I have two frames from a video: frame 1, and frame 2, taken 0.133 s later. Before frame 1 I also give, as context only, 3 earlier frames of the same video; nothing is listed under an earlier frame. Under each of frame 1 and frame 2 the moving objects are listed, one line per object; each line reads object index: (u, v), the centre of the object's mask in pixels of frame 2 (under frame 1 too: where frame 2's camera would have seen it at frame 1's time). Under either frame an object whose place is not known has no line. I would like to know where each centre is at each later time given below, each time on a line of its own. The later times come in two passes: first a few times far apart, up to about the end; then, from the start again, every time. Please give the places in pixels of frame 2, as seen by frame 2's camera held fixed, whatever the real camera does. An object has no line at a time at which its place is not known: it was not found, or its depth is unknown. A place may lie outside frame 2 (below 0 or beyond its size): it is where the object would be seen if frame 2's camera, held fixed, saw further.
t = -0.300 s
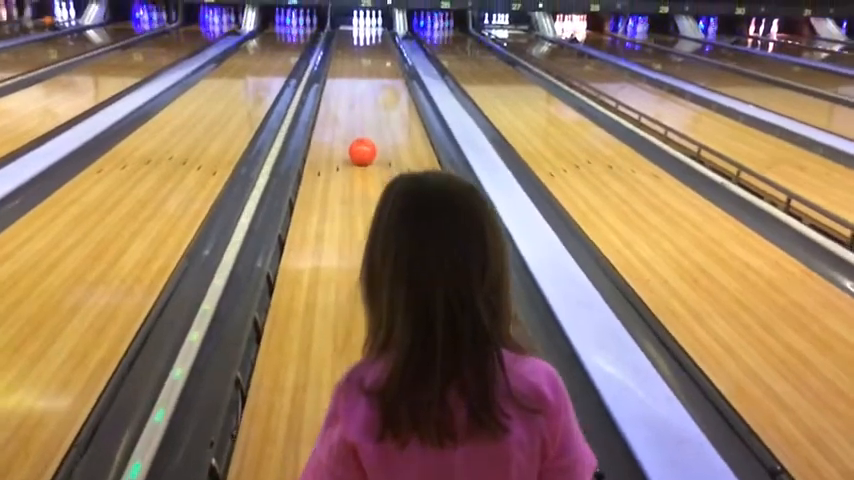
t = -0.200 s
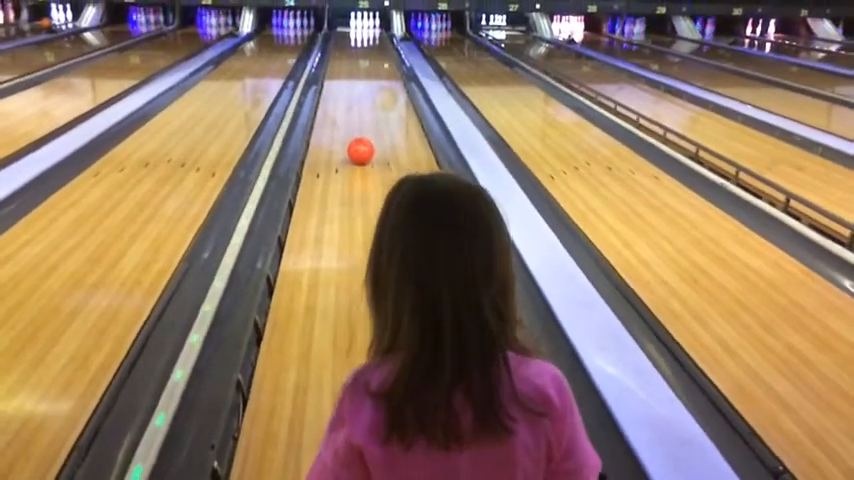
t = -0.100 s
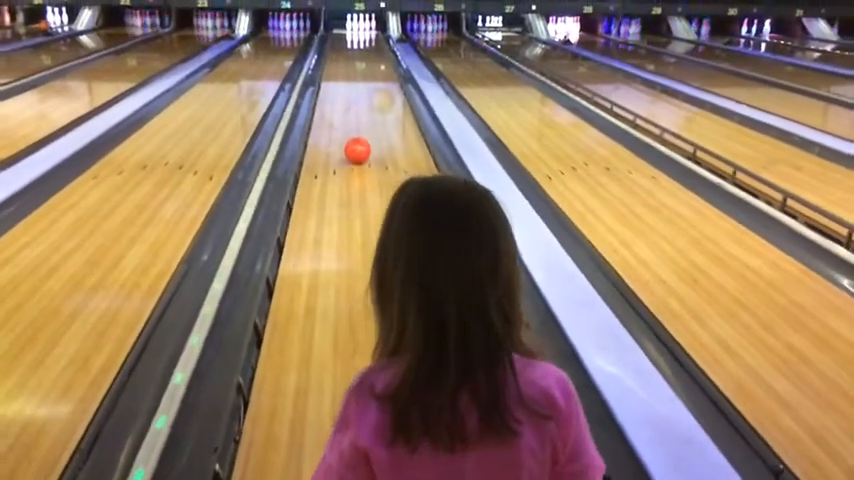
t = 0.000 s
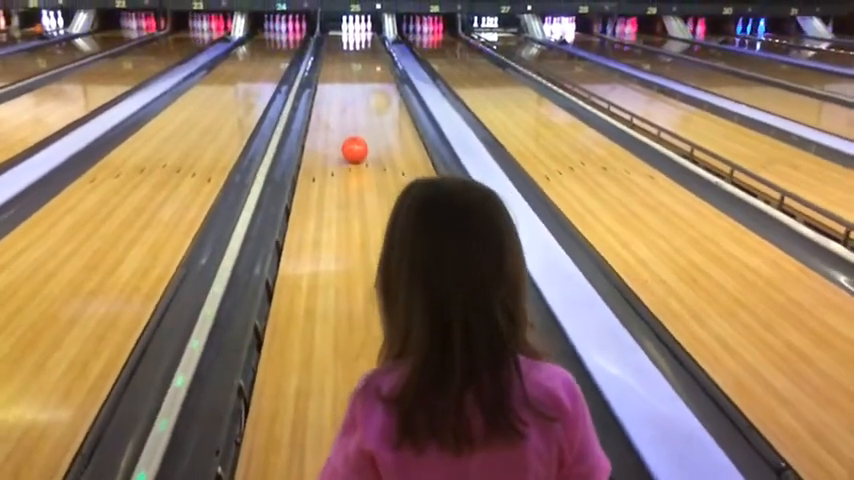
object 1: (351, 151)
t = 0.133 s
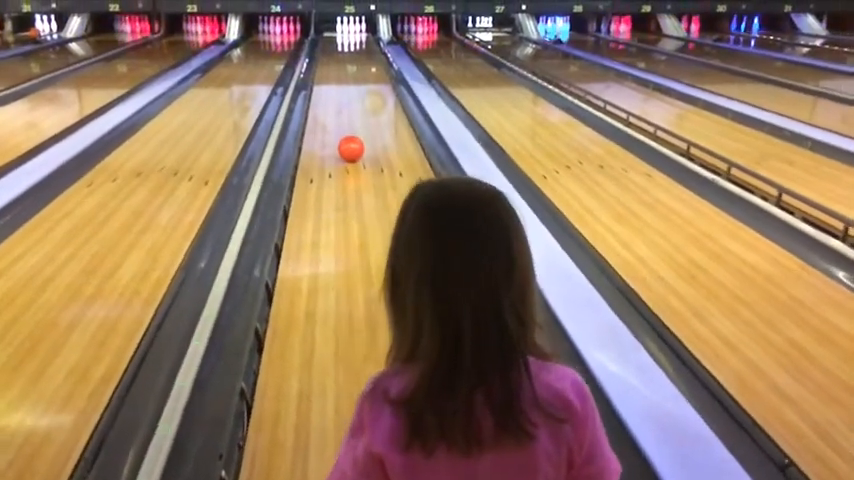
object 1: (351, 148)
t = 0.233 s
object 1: (351, 146)
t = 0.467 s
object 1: (349, 142)
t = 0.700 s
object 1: (348, 138)
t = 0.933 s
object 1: (347, 134)
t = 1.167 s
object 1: (346, 130)
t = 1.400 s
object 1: (345, 127)
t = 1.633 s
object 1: (344, 123)
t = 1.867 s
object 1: (343, 120)
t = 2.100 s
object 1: (342, 117)
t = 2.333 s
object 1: (341, 114)
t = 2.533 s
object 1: (340, 112)
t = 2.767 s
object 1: (340, 109)
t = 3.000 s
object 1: (339, 107)
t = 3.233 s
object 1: (338, 105)
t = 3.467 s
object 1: (338, 102)
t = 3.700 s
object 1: (337, 100)
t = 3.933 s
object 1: (337, 98)
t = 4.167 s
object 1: (336, 95)
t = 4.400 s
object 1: (336, 94)
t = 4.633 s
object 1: (335, 92)
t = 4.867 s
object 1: (335, 90)
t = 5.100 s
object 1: (334, 88)
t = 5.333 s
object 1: (333, 86)
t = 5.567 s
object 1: (333, 85)
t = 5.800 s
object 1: (333, 83)
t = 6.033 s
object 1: (333, 82)
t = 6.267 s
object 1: (332, 80)
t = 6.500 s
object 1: (332, 78)
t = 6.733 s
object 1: (331, 77)
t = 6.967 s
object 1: (331, 76)
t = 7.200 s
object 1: (331, 75)
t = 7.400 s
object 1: (330, 74)
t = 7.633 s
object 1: (330, 74)
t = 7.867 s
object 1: (329, 71)
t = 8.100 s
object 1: (329, 71)
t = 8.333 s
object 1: (328, 69)
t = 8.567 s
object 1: (328, 68)
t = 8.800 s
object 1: (328, 67)
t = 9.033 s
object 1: (327, 67)
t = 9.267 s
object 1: (328, 65)
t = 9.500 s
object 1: (328, 64)
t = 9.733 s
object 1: (327, 64)
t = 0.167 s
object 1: (351, 147)
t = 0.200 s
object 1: (351, 147)
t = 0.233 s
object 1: (351, 146)
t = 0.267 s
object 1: (350, 146)
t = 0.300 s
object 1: (350, 145)
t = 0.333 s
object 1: (350, 144)
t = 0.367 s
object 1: (350, 144)
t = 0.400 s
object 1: (350, 143)
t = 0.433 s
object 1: (349, 142)
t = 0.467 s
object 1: (349, 142)
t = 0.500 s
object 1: (349, 141)
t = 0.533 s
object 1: (349, 140)
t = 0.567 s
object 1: (349, 140)
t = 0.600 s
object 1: (349, 139)
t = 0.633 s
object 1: (349, 139)
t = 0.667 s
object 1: (349, 138)
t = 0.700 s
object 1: (348, 138)
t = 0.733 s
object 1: (348, 137)
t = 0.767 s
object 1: (348, 136)
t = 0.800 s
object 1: (348, 136)
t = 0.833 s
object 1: (348, 136)
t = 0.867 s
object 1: (348, 135)
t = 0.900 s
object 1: (347, 134)
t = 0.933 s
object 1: (347, 134)
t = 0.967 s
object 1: (347, 133)
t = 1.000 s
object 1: (347, 133)
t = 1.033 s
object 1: (347, 132)
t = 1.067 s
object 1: (346, 131)
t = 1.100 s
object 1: (346, 131)
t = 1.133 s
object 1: (346, 131)
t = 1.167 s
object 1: (346, 130)
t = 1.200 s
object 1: (346, 130)
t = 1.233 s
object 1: (346, 129)
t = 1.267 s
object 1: (346, 129)
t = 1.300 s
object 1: (345, 128)
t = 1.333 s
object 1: (345, 128)
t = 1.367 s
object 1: (345, 127)
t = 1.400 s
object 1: (345, 127)
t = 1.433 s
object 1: (345, 127)
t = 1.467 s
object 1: (345, 125)
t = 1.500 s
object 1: (344, 125)
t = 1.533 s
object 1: (344, 125)
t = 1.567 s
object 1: (344, 124)
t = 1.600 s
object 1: (344, 124)
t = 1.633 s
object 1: (344, 123)
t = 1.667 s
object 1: (343, 122)
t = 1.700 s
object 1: (343, 123)
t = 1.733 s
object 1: (343, 122)
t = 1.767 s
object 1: (343, 121)
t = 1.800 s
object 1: (343, 121)
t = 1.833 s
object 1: (343, 120)
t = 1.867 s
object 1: (343, 120)
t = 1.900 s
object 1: (343, 119)
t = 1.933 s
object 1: (342, 119)
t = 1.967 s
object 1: (342, 119)
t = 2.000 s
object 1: (342, 119)
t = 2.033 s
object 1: (342, 118)
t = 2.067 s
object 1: (342, 118)
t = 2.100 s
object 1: (342, 117)
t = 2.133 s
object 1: (341, 117)
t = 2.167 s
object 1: (341, 116)
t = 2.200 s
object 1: (341, 116)
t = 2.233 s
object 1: (341, 115)
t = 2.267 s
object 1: (341, 115)
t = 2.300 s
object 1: (341, 114)
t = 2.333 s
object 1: (341, 114)
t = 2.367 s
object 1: (341, 114)
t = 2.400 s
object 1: (341, 113)
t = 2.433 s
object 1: (340, 113)
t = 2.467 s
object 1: (341, 113)
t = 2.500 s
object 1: (341, 112)
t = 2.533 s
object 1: (340, 112)
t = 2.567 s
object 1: (340, 111)
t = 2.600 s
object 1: (340, 111)
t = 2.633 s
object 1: (340, 110)
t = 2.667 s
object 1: (340, 110)
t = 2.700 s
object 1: (340, 110)
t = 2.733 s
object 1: (340, 109)
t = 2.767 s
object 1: (340, 109)
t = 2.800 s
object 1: (340, 108)
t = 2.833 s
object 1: (339, 108)
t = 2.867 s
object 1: (339, 108)
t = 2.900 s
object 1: (339, 108)
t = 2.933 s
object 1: (339, 108)
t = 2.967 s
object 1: (339, 107)
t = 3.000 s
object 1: (339, 107)
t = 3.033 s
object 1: (339, 106)
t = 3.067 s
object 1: (339, 106)
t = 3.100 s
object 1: (338, 105)
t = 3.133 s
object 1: (339, 105)
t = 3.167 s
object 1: (338, 105)
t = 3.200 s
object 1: (338, 105)
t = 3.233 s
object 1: (338, 105)
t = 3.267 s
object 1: (338, 104)
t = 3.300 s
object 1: (338, 103)
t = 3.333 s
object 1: (338, 103)
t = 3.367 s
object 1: (338, 103)
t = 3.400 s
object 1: (338, 103)
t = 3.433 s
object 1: (338, 102)
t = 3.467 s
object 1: (338, 102)
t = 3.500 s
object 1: (338, 102)
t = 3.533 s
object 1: (338, 101)
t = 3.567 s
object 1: (338, 101)
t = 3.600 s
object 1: (338, 100)
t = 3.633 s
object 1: (337, 101)
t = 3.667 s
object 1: (337, 100)
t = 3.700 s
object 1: (337, 100)
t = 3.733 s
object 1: (337, 100)
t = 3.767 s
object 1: (337, 99)
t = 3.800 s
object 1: (337, 99)
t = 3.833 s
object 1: (337, 99)
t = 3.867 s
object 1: (337, 98)
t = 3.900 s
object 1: (337, 98)
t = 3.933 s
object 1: (337, 98)
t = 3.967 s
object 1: (337, 97)
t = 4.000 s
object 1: (337, 97)
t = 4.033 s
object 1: (336, 96)
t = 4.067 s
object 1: (337, 96)
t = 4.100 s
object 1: (337, 96)
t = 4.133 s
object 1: (336, 95)
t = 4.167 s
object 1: (336, 95)
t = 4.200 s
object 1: (336, 95)
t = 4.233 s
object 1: (336, 95)
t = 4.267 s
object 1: (336, 95)
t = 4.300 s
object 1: (336, 95)
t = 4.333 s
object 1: (336, 94)
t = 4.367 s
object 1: (336, 94)
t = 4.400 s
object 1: (336, 94)
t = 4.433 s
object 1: (336, 94)
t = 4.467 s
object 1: (336, 93)
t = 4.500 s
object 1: (336, 93)
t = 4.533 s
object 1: (336, 93)
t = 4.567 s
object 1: (335, 92)
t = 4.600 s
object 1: (335, 92)
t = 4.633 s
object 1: (335, 92)
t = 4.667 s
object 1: (335, 92)
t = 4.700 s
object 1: (335, 91)
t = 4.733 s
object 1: (335, 91)
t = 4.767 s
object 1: (335, 91)
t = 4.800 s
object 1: (335, 91)
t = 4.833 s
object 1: (335, 90)
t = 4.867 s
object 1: (335, 90)
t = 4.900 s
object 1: (335, 89)
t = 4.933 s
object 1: (335, 89)
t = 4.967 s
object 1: (334, 89)
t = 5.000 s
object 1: (334, 89)
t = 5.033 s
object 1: (334, 89)
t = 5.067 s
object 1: (334, 89)
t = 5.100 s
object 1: (334, 88)
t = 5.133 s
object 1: (334, 88)
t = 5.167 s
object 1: (334, 88)
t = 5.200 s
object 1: (334, 87)
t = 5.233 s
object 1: (334, 87)
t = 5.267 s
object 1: (334, 87)
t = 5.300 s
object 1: (334, 87)
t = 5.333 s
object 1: (333, 86)
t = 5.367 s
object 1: (333, 86)
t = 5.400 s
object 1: (333, 86)
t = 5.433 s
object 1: (333, 85)
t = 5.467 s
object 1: (333, 85)
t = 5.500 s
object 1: (333, 85)
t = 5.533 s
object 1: (333, 85)
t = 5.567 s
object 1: (333, 85)
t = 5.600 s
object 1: (333, 85)
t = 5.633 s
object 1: (333, 84)
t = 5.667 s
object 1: (333, 84)
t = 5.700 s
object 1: (333, 84)
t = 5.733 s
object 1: (333, 83)
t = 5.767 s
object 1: (333, 83)
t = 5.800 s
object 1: (333, 83)
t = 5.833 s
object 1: (333, 82)
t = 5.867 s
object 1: (333, 83)
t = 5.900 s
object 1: (333, 83)
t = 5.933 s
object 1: (332, 82)
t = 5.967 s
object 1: (333, 82)
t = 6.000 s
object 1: (333, 82)
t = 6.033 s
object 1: (333, 82)
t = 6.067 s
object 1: (333, 81)
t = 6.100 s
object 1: (332, 81)
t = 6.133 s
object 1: (332, 81)
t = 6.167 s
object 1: (333, 80)
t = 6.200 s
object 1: (332, 80)
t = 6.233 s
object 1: (333, 80)
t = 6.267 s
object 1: (332, 80)
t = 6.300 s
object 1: (332, 80)
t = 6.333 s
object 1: (332, 80)
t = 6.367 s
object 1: (332, 79)
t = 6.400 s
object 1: (332, 79)
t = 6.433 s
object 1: (332, 79)
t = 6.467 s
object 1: (332, 79)
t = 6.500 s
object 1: (332, 78)
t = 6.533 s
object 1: (332, 78)
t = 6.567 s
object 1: (331, 78)
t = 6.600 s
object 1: (331, 78)
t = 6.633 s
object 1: (331, 78)
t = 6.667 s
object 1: (331, 77)
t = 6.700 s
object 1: (331, 77)
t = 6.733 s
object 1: (331, 77)
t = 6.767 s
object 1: (331, 77)
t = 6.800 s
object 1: (331, 77)
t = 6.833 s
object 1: (331, 77)
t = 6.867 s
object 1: (331, 76)
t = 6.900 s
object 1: (331, 76)
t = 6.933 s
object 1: (331, 76)
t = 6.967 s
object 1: (331, 76)
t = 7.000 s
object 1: (331, 76)
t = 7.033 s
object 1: (331, 76)
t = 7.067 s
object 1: (331, 76)
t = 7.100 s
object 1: (331, 76)
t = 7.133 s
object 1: (330, 75)
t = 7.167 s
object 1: (330, 75)
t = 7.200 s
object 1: (331, 75)
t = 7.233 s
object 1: (330, 75)
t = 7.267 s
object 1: (330, 74)
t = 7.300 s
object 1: (330, 74)
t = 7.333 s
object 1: (330, 74)
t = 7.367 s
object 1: (330, 74)
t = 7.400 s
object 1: (330, 74)
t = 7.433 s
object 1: (330, 74)
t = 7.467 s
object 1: (330, 74)
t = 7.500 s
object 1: (330, 74)
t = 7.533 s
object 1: (330, 74)
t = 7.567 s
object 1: (330, 74)
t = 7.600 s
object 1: (330, 73)
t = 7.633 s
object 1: (330, 74)
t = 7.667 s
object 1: (330, 72)
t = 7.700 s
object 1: (329, 73)
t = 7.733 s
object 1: (329, 73)
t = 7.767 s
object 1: (329, 72)
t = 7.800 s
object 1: (329, 72)
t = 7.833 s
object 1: (329, 72)
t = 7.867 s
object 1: (329, 71)
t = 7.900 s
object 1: (329, 71)
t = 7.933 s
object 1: (329, 71)
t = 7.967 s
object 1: (329, 71)
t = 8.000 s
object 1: (329, 71)
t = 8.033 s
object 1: (329, 71)
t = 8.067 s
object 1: (329, 71)
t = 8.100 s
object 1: (329, 71)
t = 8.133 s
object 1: (329, 70)
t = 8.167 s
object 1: (329, 70)
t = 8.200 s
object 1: (329, 70)
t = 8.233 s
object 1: (329, 70)
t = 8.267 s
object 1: (329, 70)
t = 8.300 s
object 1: (328, 69)
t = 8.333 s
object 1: (328, 69)
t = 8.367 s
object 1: (329, 69)
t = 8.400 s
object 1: (328, 69)
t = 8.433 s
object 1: (329, 69)
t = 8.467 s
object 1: (329, 69)
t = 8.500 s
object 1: (329, 68)
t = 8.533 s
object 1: (328, 68)
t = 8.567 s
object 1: (328, 68)
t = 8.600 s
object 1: (329, 68)
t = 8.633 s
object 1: (329, 68)
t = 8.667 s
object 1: (328, 68)
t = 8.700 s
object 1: (329, 68)
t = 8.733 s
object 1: (329, 68)
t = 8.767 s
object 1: (328, 68)
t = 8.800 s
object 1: (328, 67)
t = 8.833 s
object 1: (328, 67)
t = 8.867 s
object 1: (328, 67)
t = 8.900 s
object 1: (328, 67)
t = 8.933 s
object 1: (328, 67)
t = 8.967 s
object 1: (328, 66)
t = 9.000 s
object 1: (328, 67)
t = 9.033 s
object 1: (327, 67)
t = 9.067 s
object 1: (328, 66)
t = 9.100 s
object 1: (328, 66)
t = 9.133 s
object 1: (328, 66)
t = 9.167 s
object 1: (328, 66)
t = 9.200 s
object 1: (327, 66)
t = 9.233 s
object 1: (328, 66)
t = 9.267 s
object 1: (328, 65)
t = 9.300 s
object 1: (328, 65)
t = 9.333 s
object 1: (328, 65)
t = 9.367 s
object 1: (328, 65)
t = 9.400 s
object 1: (328, 65)
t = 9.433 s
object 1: (328, 64)
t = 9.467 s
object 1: (328, 64)
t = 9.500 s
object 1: (328, 64)
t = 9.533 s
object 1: (328, 64)
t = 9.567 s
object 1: (328, 64)
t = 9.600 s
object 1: (328, 64)
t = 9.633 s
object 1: (327, 64)
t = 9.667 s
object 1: (327, 64)
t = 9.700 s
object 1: (327, 63)
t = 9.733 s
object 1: (327, 64)
